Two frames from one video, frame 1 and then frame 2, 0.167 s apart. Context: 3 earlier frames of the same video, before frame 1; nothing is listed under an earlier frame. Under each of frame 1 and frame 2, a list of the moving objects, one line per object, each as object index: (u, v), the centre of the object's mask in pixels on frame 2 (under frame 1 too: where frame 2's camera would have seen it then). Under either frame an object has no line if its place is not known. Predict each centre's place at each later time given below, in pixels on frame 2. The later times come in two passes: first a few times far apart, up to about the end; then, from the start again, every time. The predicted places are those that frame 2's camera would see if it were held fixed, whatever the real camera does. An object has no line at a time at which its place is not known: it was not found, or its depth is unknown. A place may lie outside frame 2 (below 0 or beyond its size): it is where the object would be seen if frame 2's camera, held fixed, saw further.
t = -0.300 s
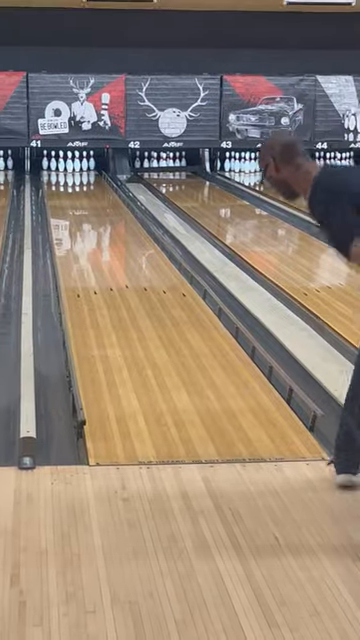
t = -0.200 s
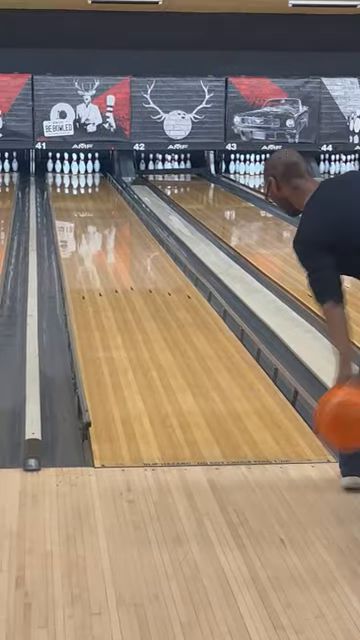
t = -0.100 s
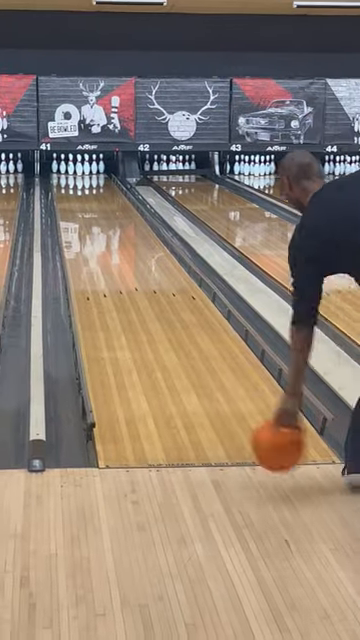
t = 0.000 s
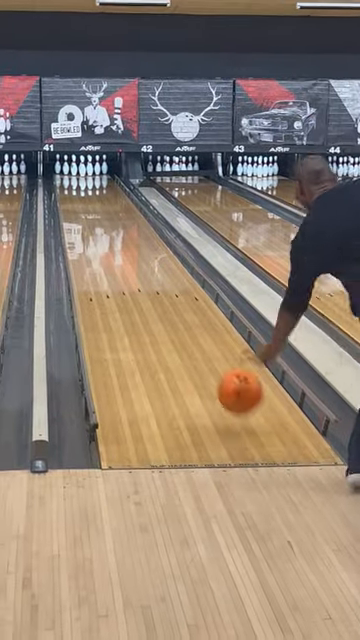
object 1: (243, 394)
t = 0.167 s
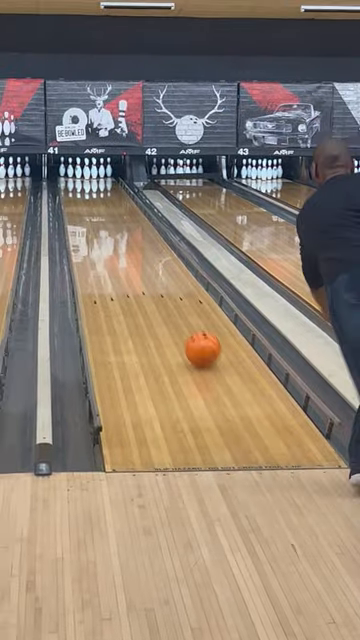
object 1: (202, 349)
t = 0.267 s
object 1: (185, 321)
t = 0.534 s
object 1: (154, 271)
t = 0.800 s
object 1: (134, 239)
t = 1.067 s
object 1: (120, 217)
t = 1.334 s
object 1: (110, 201)
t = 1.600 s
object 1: (102, 188)
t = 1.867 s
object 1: (96, 180)
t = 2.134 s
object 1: (102, 173)
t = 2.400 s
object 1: (118, 175)
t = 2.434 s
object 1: (118, 175)
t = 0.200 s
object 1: (196, 337)
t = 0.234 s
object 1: (190, 329)
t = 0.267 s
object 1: (185, 321)
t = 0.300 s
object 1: (180, 313)
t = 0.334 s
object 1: (175, 305)
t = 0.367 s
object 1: (172, 298)
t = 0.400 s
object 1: (167, 292)
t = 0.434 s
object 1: (164, 286)
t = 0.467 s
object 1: (160, 280)
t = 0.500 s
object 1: (157, 276)
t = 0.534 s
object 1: (154, 271)
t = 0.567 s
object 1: (151, 266)
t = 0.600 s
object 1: (148, 261)
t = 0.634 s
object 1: (145, 258)
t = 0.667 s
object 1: (143, 252)
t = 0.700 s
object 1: (141, 249)
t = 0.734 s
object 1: (138, 246)
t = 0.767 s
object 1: (137, 242)
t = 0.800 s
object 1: (134, 239)
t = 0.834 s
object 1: (132, 236)
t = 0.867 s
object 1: (130, 233)
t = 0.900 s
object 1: (128, 230)
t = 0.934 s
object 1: (128, 227)
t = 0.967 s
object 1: (126, 225)
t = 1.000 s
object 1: (124, 222)
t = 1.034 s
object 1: (122, 219)
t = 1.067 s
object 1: (120, 217)
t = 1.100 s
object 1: (119, 215)
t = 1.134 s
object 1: (117, 212)
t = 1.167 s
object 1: (116, 210)
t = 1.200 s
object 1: (115, 208)
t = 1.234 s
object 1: (113, 206)
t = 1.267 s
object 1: (112, 204)
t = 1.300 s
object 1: (111, 202)
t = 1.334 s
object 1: (110, 201)
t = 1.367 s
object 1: (109, 199)
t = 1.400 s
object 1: (108, 197)
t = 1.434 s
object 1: (107, 196)
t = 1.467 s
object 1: (106, 195)
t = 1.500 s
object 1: (105, 193)
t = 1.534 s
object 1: (104, 191)
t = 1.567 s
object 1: (102, 190)
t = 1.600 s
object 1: (102, 188)
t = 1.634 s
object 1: (101, 187)
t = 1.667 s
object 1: (101, 186)
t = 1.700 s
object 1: (100, 185)
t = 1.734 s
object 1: (99, 184)
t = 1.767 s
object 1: (98, 183)
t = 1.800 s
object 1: (98, 182)
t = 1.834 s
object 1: (97, 180)
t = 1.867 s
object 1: (96, 180)
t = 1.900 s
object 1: (95, 179)
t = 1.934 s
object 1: (95, 178)
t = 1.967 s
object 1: (94, 177)
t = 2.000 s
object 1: (94, 176)
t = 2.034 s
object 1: (94, 175)
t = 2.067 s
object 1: (94, 173)
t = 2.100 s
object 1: (98, 173)
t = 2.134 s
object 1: (102, 173)
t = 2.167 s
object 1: (106, 173)
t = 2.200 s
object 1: (110, 172)
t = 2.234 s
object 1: (114, 172)
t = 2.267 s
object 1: (118, 172)
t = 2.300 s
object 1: (118, 173)
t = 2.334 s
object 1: (118, 174)
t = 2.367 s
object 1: (118, 175)
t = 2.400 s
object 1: (118, 175)
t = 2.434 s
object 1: (118, 175)
